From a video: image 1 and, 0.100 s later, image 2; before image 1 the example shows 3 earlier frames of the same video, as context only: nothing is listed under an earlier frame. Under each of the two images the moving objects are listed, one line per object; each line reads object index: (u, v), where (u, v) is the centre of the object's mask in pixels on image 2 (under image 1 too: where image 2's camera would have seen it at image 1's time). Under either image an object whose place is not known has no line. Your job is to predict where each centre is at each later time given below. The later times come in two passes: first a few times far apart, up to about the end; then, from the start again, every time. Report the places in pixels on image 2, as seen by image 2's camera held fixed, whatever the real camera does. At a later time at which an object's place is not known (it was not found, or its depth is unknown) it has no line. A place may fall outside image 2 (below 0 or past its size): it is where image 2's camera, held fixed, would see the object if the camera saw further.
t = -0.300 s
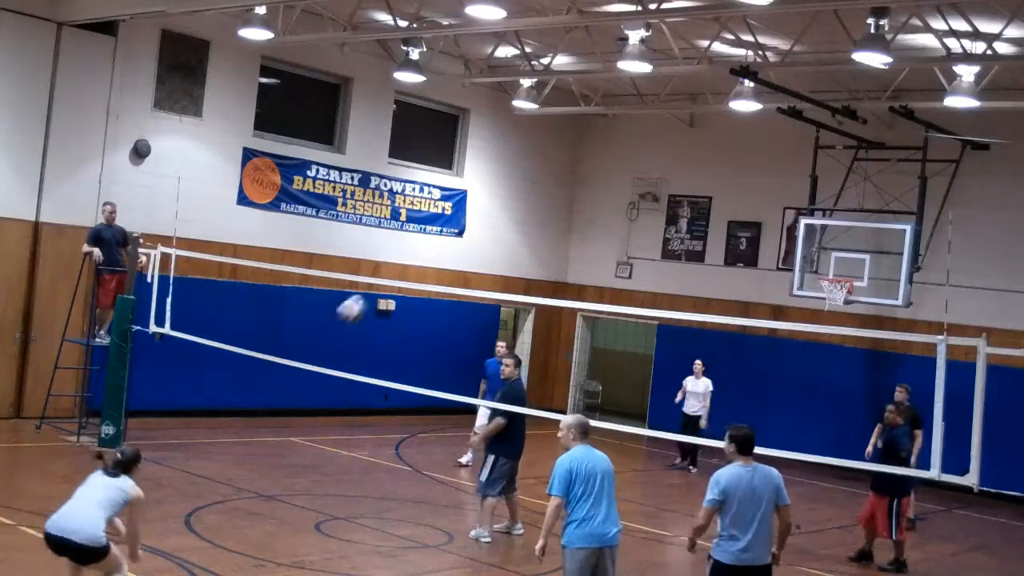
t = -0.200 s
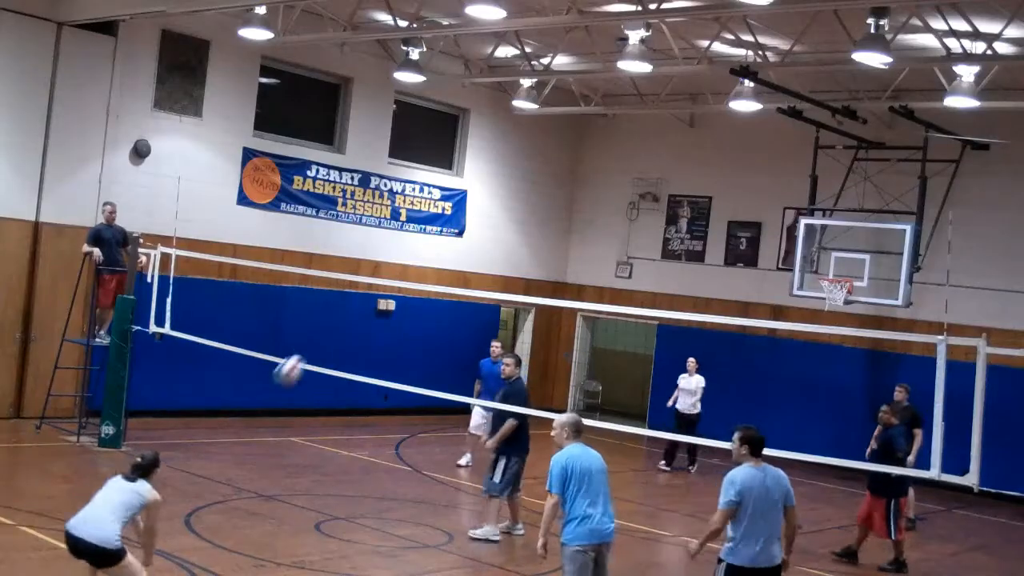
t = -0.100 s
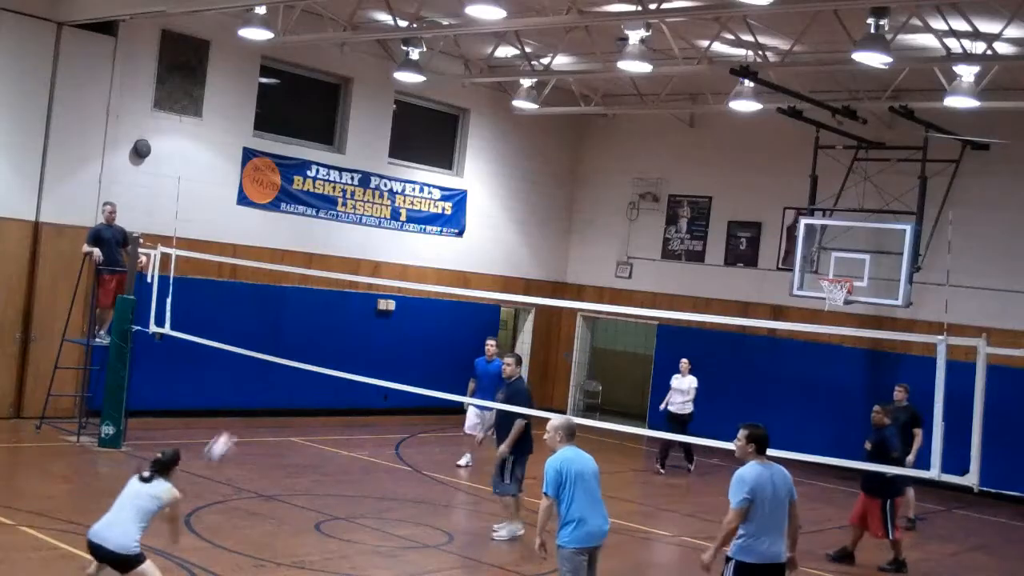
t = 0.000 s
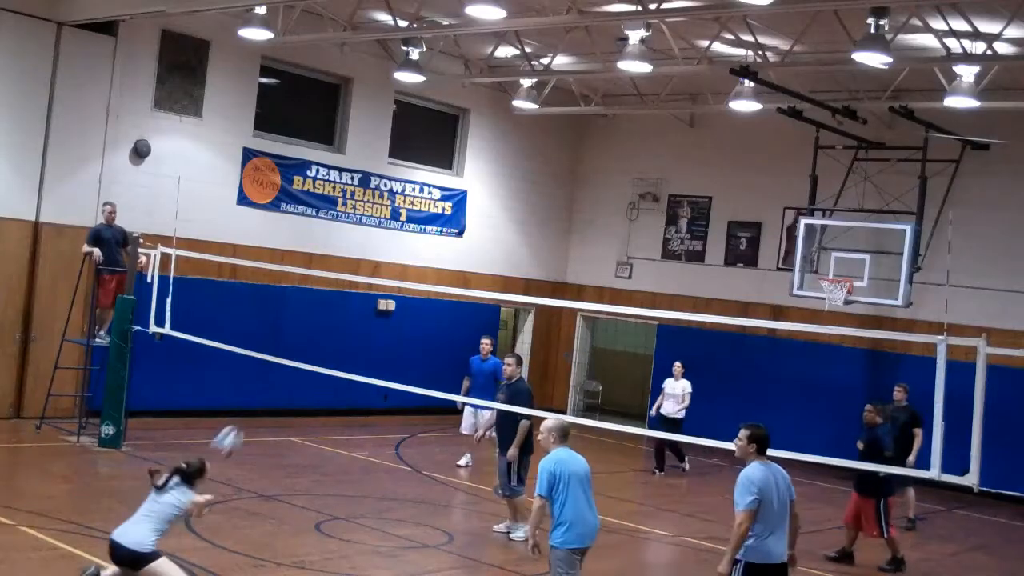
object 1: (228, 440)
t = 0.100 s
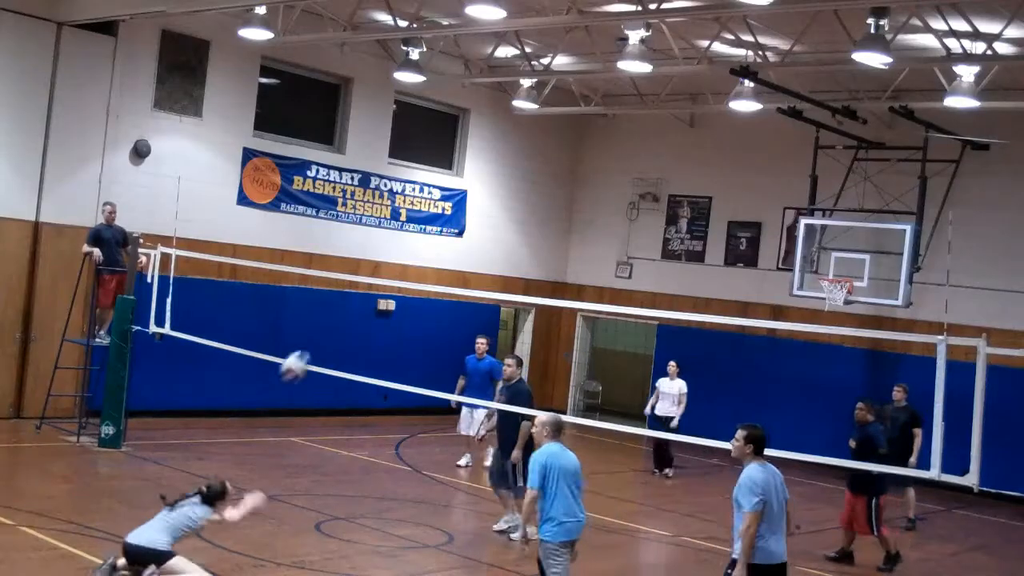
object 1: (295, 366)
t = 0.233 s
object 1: (374, 292)
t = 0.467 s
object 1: (488, 221)
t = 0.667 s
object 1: (566, 207)
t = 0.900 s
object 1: (638, 239)
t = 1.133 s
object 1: (693, 306)
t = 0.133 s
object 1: (316, 344)
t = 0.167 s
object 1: (336, 323)
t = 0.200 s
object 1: (356, 307)
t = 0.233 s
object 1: (374, 292)
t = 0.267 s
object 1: (393, 275)
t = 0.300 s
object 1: (410, 266)
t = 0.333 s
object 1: (428, 253)
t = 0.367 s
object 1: (444, 241)
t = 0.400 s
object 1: (458, 232)
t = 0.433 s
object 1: (473, 226)
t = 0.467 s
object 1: (488, 221)
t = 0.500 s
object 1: (502, 215)
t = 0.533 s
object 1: (515, 212)
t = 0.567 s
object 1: (530, 209)
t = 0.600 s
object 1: (541, 207)
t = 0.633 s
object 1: (553, 207)
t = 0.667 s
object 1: (566, 207)
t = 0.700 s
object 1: (578, 209)
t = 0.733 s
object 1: (588, 212)
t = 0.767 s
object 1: (598, 215)
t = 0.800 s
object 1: (609, 220)
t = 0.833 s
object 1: (618, 226)
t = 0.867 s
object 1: (629, 232)
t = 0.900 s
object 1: (638, 239)
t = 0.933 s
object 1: (645, 246)
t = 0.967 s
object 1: (655, 255)
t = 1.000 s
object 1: (663, 265)
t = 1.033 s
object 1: (670, 275)
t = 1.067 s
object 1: (679, 285)
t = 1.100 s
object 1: (686, 295)
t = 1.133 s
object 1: (693, 306)
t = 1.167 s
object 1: (698, 324)
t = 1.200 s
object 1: (706, 335)
